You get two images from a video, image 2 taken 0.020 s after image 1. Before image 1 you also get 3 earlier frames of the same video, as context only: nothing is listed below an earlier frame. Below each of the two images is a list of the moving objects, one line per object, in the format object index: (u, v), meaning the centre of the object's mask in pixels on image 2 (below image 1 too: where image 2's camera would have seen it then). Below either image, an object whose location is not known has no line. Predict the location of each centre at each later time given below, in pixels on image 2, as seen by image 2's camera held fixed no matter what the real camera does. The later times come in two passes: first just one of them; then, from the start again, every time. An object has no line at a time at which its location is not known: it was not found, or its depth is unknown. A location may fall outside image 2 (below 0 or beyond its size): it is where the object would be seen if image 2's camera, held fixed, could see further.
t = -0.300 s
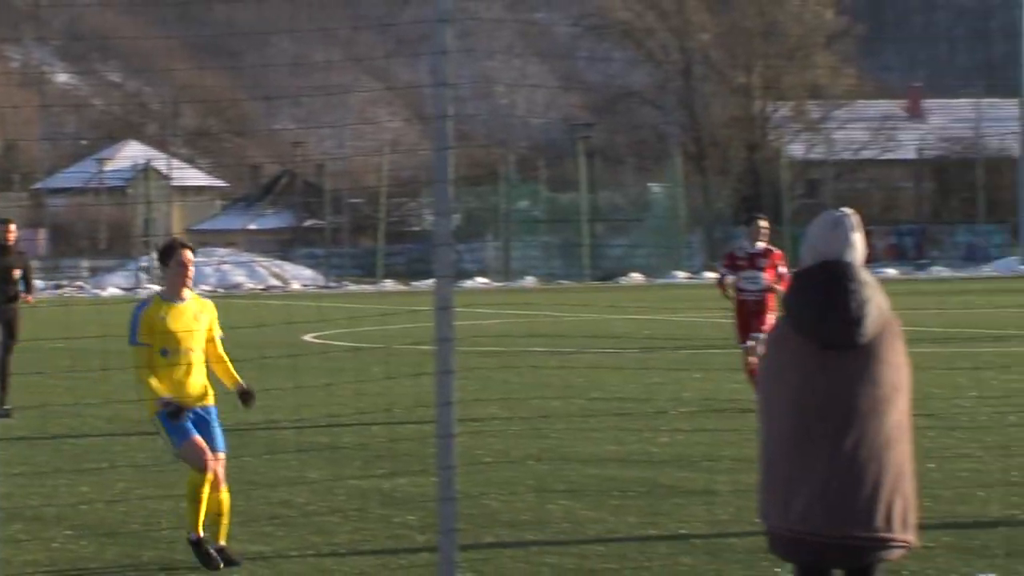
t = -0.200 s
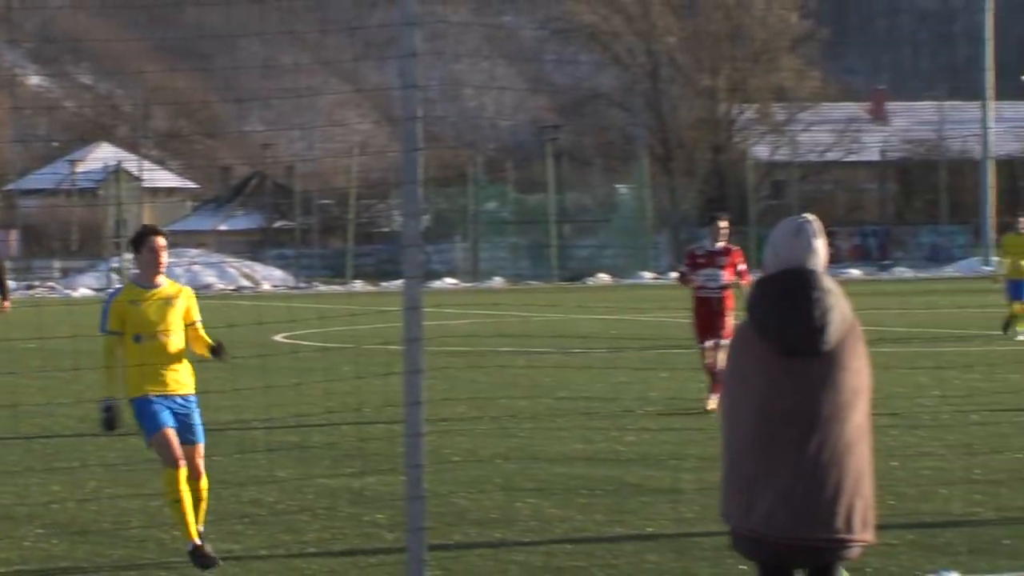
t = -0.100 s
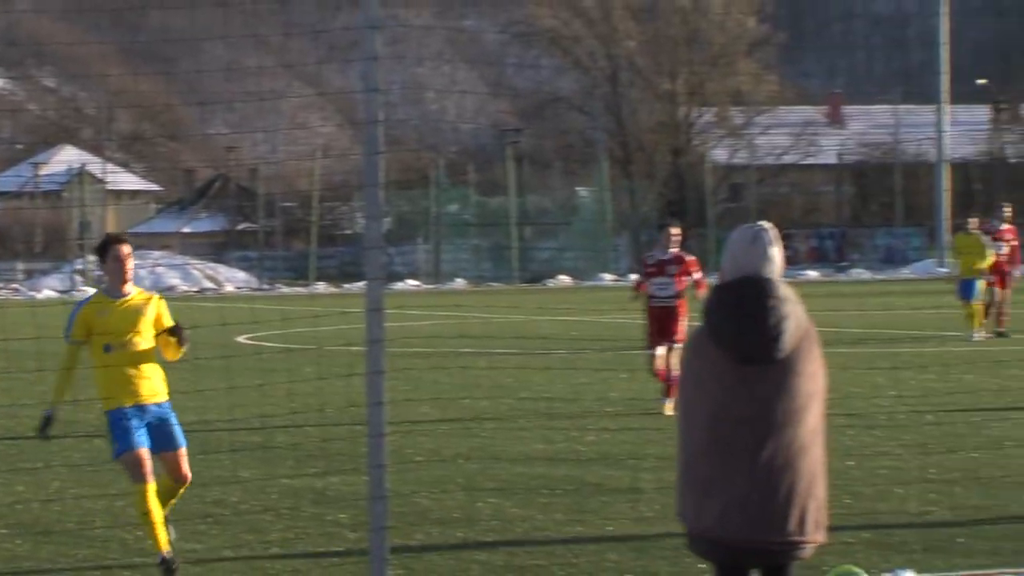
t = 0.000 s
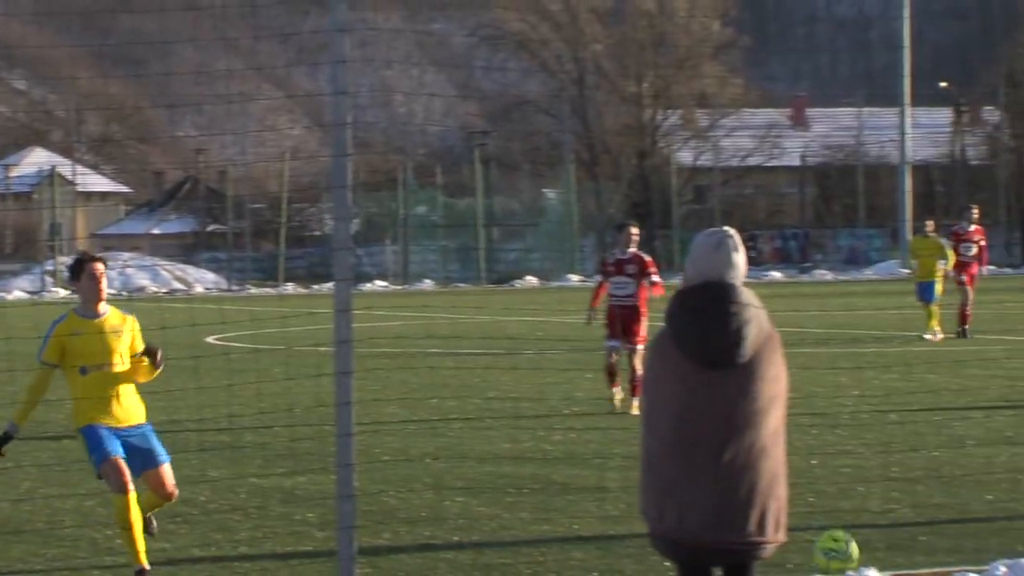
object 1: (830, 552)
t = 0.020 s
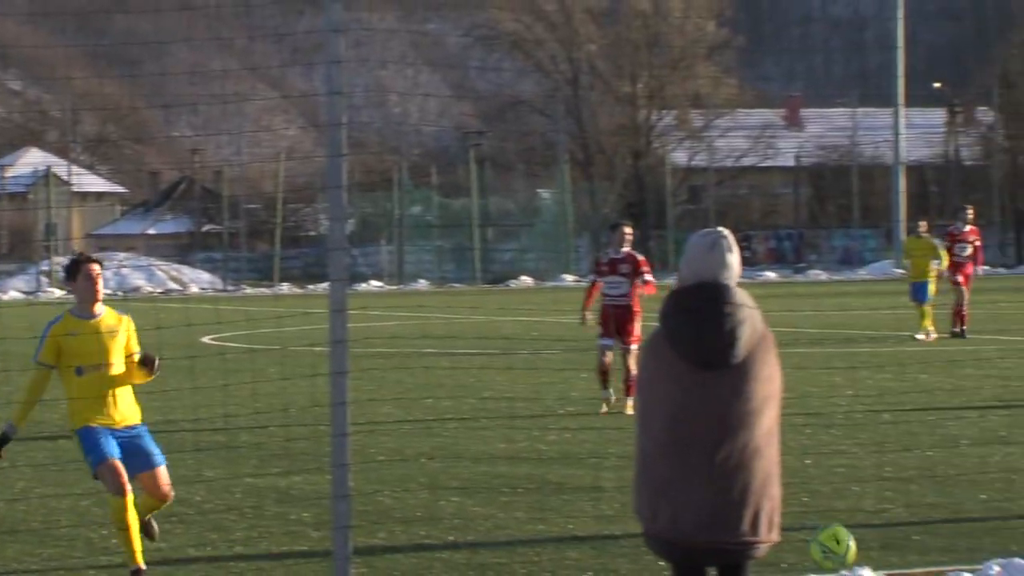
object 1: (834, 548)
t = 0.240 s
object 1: (875, 546)
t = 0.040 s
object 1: (837, 544)
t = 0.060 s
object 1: (841, 541)
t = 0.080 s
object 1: (845, 538)
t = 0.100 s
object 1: (850, 536)
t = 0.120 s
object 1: (853, 534)
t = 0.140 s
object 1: (856, 535)
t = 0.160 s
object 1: (860, 536)
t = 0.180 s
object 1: (863, 537)
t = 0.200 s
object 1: (866, 538)
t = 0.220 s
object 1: (871, 542)
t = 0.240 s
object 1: (875, 546)
